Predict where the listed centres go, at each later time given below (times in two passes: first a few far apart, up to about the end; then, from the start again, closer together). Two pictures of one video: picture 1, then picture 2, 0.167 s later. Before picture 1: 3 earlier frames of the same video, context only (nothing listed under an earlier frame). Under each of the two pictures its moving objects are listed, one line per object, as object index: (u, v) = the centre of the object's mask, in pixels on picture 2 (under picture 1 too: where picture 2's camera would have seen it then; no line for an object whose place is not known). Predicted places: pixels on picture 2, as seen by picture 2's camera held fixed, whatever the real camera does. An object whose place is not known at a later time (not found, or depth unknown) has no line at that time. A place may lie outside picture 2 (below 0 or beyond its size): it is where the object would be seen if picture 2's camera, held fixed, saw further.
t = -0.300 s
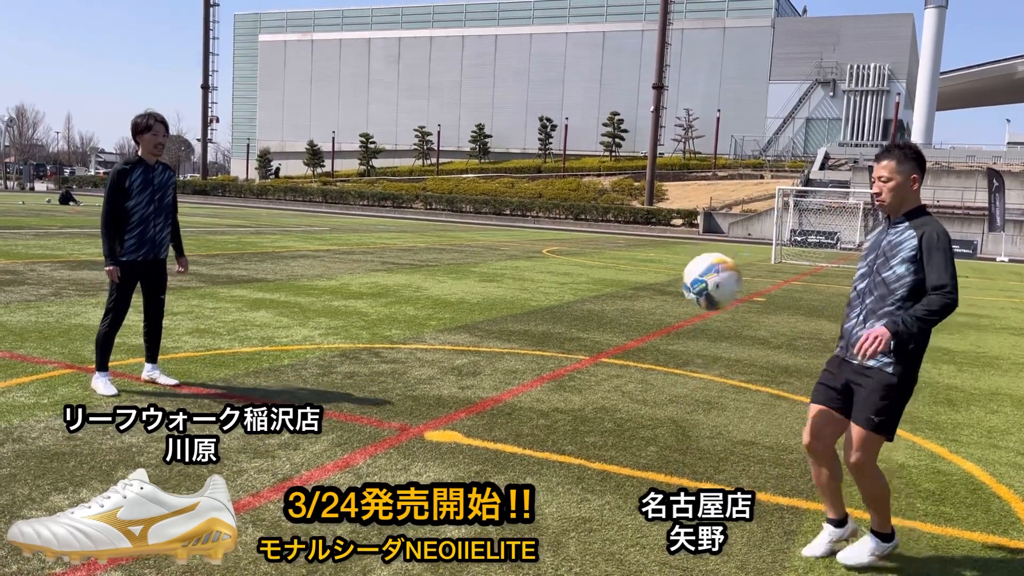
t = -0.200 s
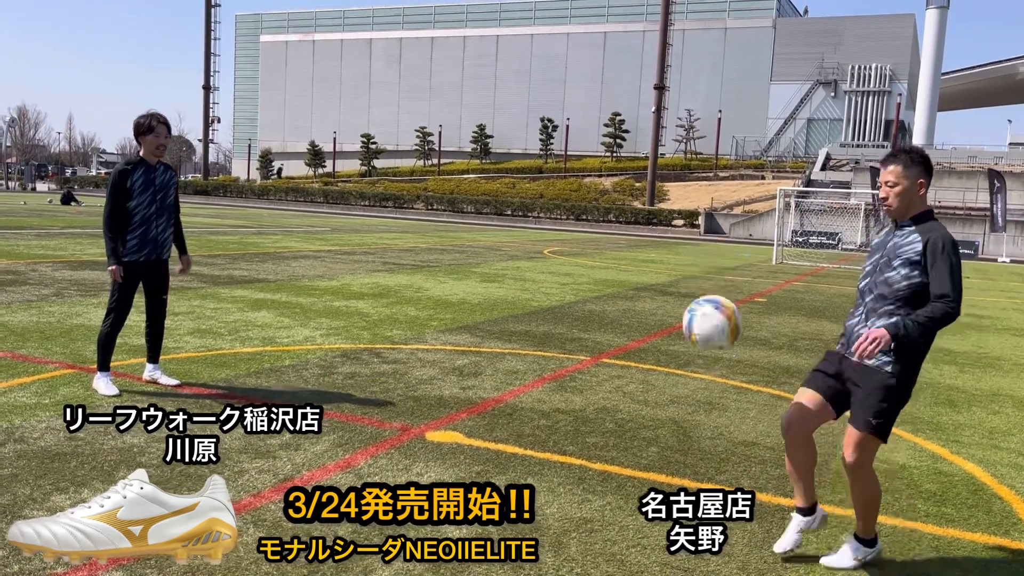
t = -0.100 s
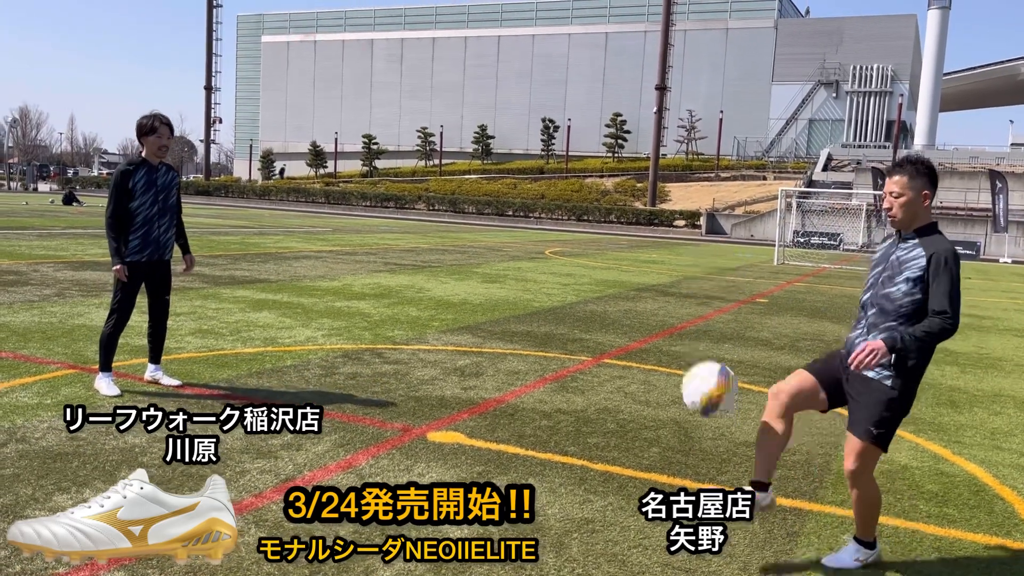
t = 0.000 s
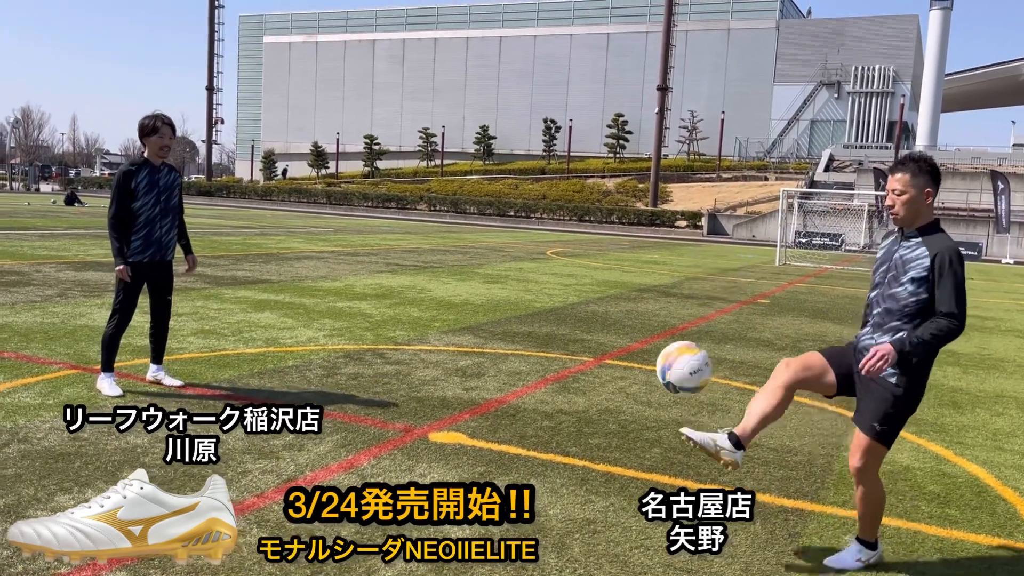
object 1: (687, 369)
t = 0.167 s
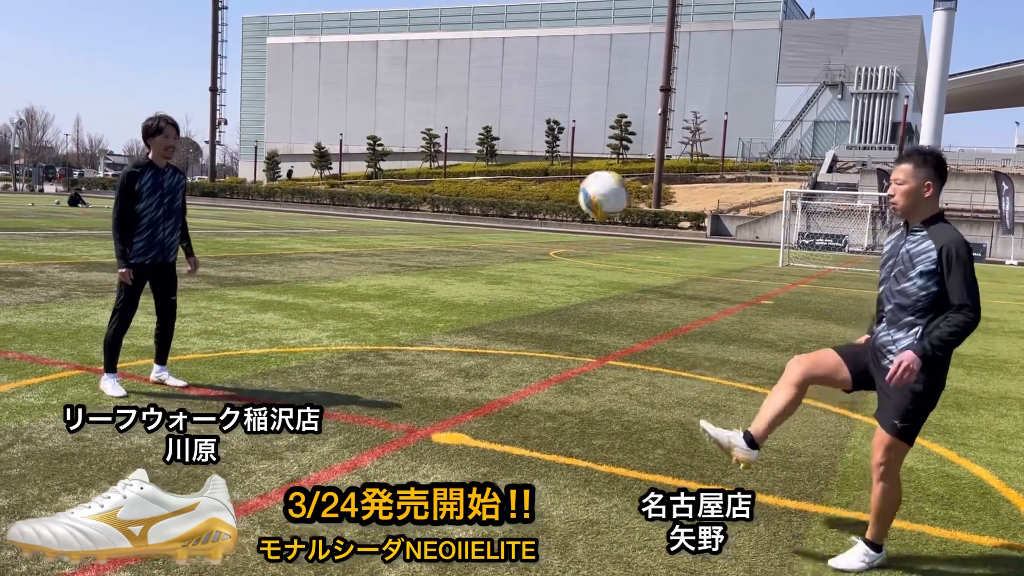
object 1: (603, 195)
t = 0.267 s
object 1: (559, 132)
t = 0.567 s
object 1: (443, 89)
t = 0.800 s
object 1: (369, 168)
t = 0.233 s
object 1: (574, 150)
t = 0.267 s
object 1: (559, 132)
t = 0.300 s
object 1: (545, 117)
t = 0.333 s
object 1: (530, 105)
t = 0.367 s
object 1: (517, 97)
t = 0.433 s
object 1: (492, 85)
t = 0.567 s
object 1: (443, 89)
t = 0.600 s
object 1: (432, 96)
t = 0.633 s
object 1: (420, 104)
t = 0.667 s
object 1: (409, 113)
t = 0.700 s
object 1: (400, 126)
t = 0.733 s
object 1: (389, 139)
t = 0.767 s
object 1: (379, 153)
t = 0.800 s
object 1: (369, 168)
